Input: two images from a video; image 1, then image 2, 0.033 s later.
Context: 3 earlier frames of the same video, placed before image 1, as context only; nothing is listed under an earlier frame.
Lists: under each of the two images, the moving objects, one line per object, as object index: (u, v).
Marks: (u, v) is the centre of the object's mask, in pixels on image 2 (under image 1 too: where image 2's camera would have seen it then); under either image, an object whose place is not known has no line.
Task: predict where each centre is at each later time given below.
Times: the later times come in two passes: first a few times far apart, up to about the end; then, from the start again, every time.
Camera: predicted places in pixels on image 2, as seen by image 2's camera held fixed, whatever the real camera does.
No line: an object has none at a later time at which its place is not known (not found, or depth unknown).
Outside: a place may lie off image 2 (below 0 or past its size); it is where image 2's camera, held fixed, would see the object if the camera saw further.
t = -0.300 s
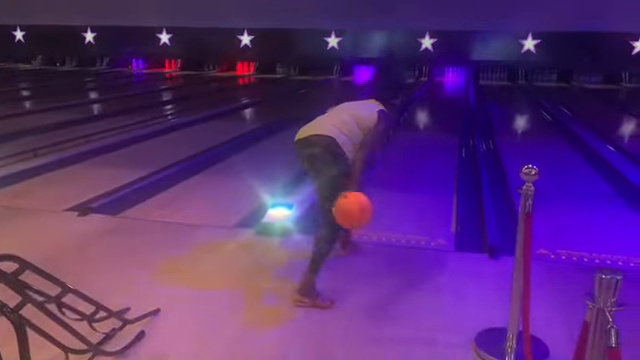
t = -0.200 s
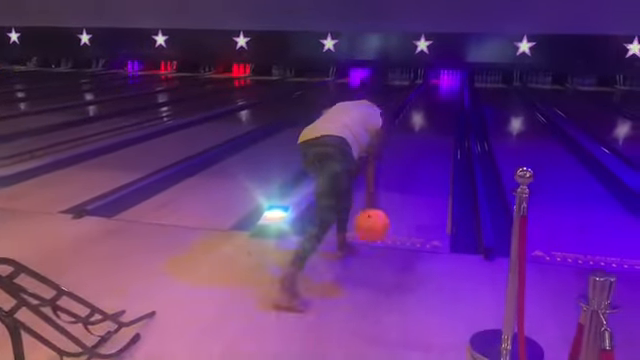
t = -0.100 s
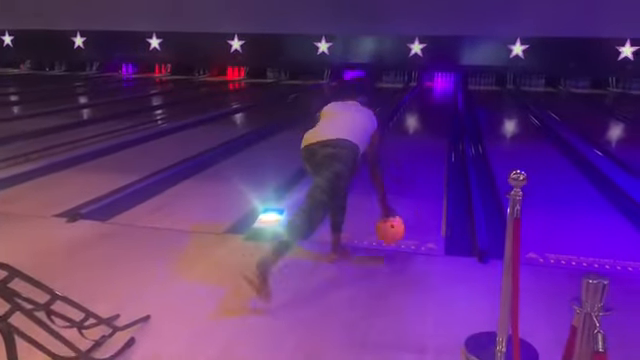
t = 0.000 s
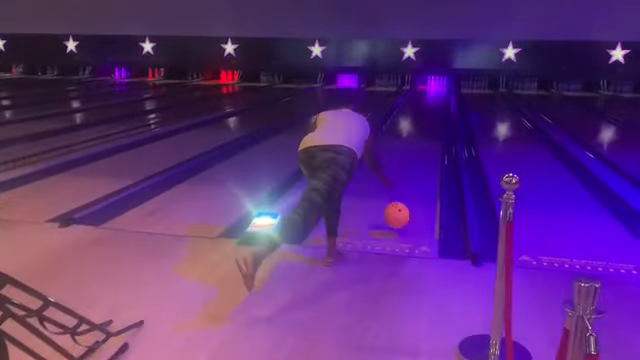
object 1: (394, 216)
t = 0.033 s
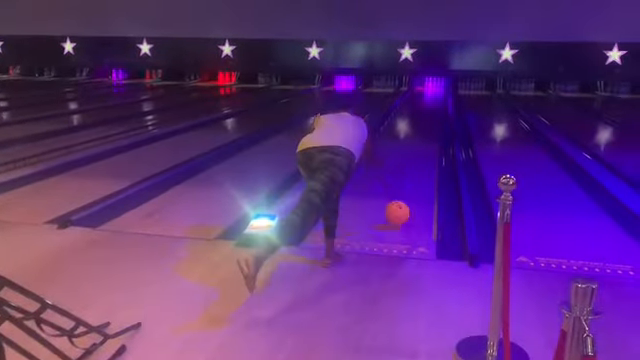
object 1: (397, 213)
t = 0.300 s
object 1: (414, 173)
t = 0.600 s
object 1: (425, 146)
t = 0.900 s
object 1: (430, 129)
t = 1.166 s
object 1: (433, 119)
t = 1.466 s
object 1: (434, 112)
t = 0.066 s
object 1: (399, 210)
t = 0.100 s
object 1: (402, 203)
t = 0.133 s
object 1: (404, 197)
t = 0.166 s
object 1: (407, 192)
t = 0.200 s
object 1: (409, 187)
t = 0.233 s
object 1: (411, 182)
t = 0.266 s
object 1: (413, 178)
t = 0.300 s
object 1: (414, 173)
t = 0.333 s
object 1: (416, 169)
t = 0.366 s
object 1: (417, 166)
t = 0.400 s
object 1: (419, 162)
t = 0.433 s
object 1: (420, 159)
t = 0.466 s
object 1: (421, 156)
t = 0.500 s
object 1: (422, 153)
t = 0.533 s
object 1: (424, 150)
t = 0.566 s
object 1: (424, 148)
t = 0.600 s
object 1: (425, 146)
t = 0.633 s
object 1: (426, 144)
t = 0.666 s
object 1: (426, 142)
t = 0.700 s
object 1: (427, 140)
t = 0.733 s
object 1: (427, 138)
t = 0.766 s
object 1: (429, 137)
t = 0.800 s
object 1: (429, 135)
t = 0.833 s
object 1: (430, 133)
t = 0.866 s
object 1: (429, 131)
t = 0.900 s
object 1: (430, 129)
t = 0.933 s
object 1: (430, 128)
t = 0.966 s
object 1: (431, 126)
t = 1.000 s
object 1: (431, 125)
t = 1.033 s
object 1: (431, 124)
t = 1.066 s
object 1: (432, 123)
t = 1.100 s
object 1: (432, 122)
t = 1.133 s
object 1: (432, 121)
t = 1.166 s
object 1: (433, 119)
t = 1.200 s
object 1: (433, 119)
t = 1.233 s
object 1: (433, 118)
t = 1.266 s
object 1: (434, 116)
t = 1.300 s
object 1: (434, 114)
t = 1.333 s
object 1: (434, 113)
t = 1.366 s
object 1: (435, 113)
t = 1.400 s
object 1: (434, 112)
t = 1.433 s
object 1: (434, 112)
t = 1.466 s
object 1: (434, 112)
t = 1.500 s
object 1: (435, 110)
